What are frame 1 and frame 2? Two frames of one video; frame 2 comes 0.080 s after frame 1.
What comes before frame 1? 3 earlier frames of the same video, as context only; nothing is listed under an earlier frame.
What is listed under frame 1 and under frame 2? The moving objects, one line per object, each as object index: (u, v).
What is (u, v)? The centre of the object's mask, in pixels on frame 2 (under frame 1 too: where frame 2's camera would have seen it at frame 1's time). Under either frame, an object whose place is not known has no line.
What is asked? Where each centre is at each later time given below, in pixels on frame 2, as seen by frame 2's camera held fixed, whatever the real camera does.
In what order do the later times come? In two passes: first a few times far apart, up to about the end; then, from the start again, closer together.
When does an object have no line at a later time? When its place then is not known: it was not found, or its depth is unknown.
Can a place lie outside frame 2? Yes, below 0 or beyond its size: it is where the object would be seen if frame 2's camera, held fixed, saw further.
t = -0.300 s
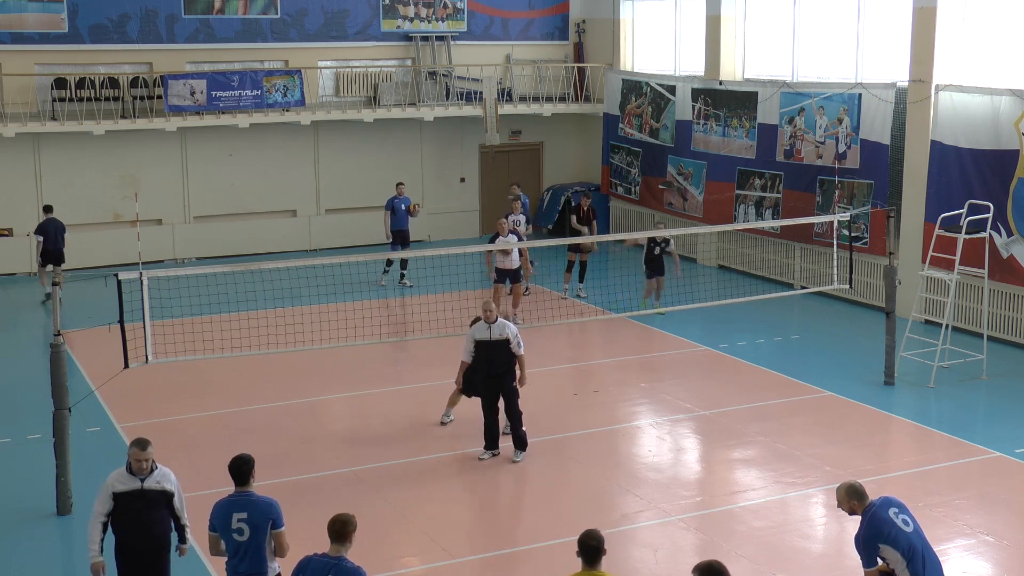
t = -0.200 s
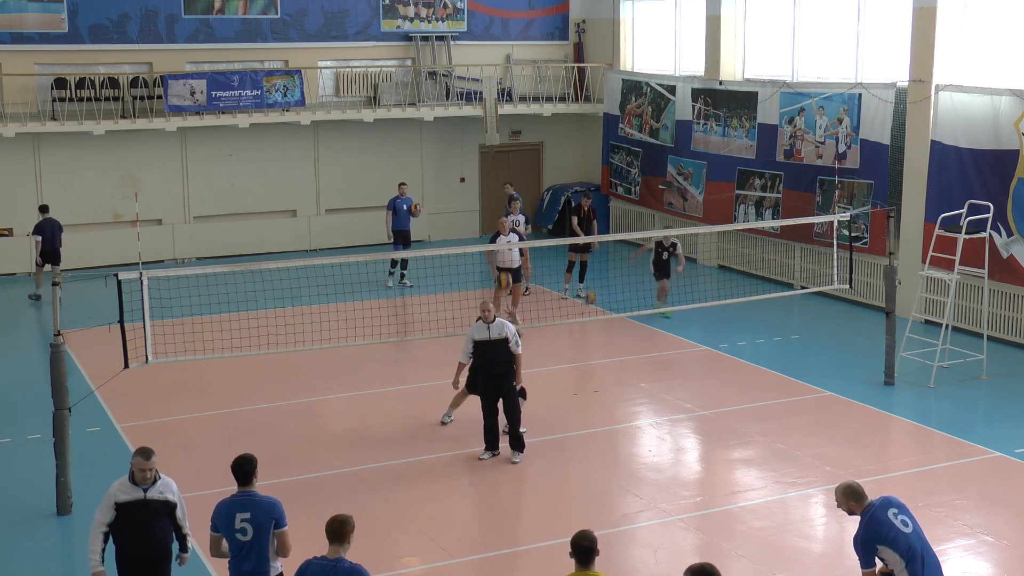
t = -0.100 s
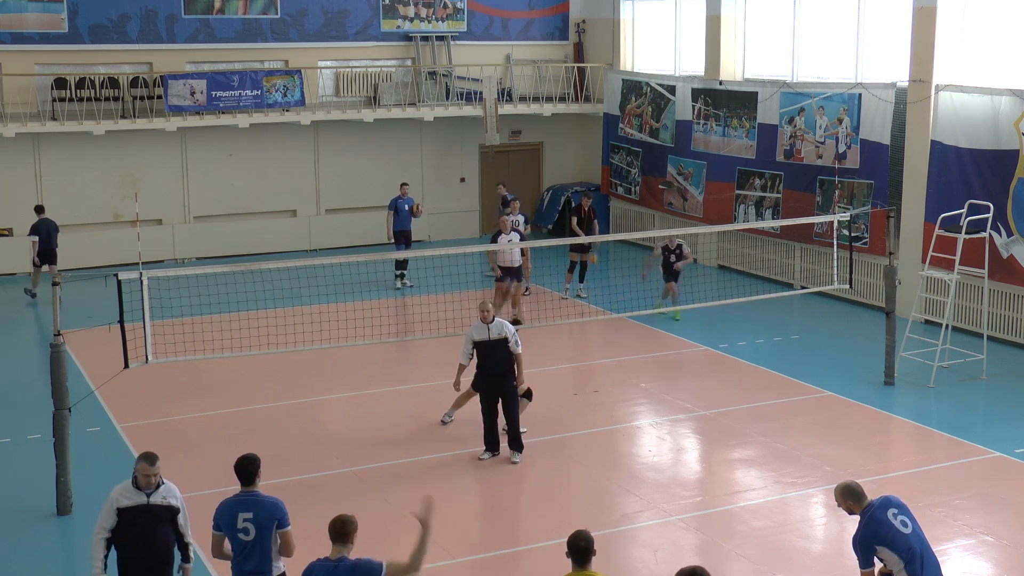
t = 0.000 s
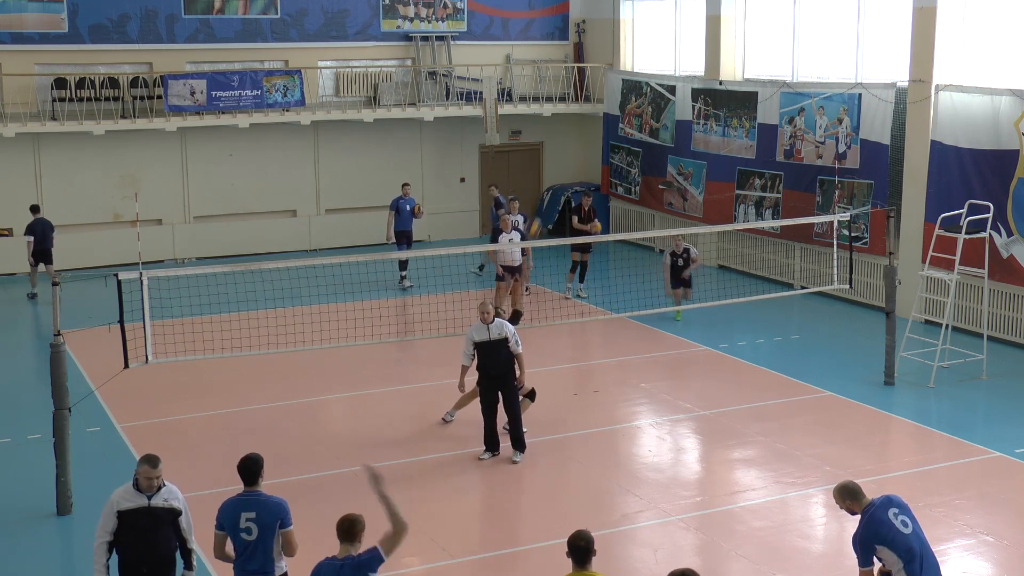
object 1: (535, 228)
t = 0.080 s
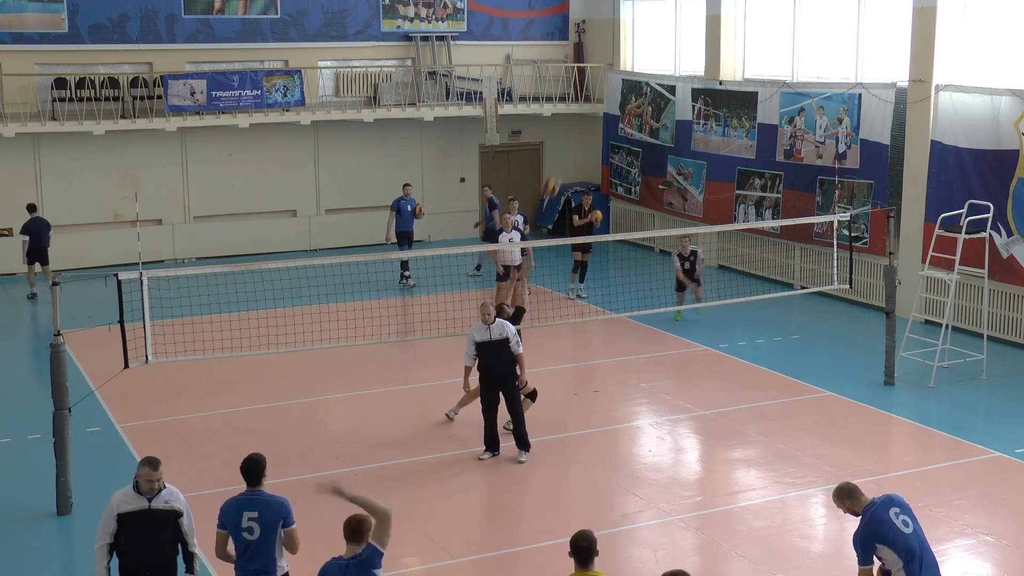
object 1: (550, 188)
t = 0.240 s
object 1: (587, 119)
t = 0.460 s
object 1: (629, 62)
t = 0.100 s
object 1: (557, 176)
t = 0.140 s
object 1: (565, 159)
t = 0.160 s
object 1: (570, 150)
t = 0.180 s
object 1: (574, 142)
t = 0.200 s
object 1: (579, 134)
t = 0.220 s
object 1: (584, 126)
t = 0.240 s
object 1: (587, 119)
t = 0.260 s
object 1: (592, 112)
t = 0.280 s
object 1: (596, 106)
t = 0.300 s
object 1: (600, 101)
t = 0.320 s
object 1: (604, 94)
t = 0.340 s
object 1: (608, 89)
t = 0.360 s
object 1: (613, 84)
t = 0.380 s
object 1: (616, 79)
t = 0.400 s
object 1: (621, 74)
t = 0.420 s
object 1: (625, 70)
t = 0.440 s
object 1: (627, 66)
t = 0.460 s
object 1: (629, 62)
